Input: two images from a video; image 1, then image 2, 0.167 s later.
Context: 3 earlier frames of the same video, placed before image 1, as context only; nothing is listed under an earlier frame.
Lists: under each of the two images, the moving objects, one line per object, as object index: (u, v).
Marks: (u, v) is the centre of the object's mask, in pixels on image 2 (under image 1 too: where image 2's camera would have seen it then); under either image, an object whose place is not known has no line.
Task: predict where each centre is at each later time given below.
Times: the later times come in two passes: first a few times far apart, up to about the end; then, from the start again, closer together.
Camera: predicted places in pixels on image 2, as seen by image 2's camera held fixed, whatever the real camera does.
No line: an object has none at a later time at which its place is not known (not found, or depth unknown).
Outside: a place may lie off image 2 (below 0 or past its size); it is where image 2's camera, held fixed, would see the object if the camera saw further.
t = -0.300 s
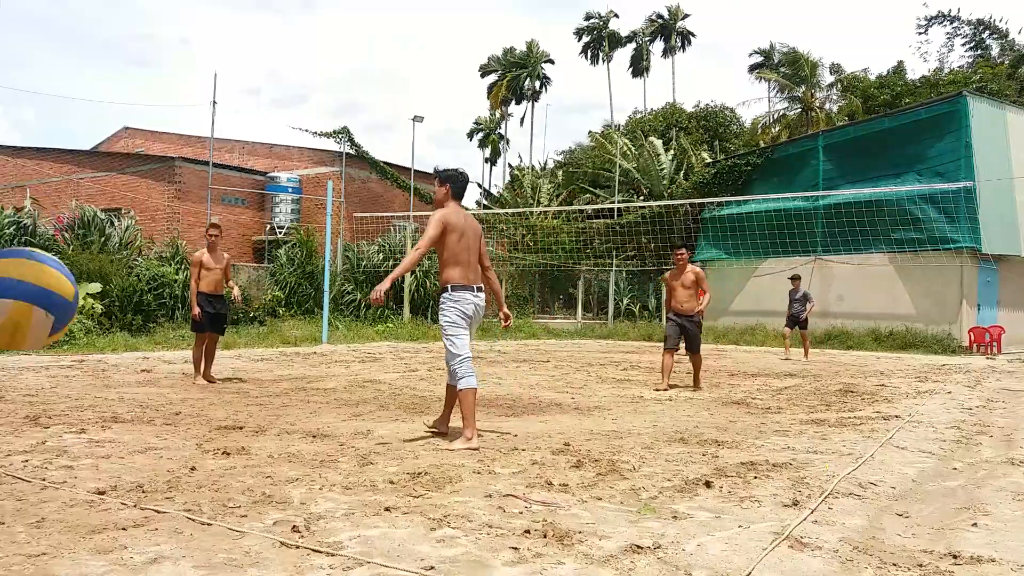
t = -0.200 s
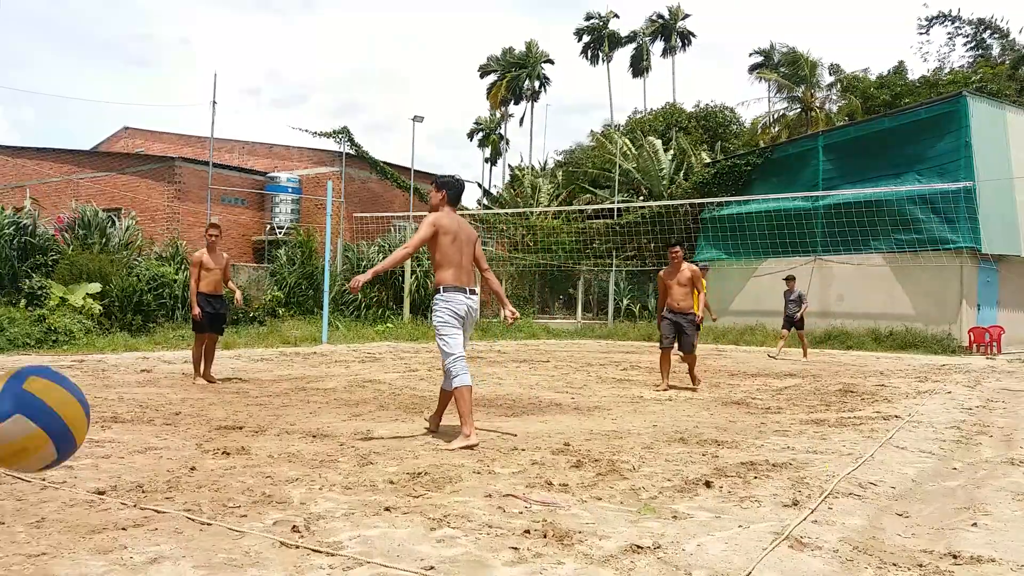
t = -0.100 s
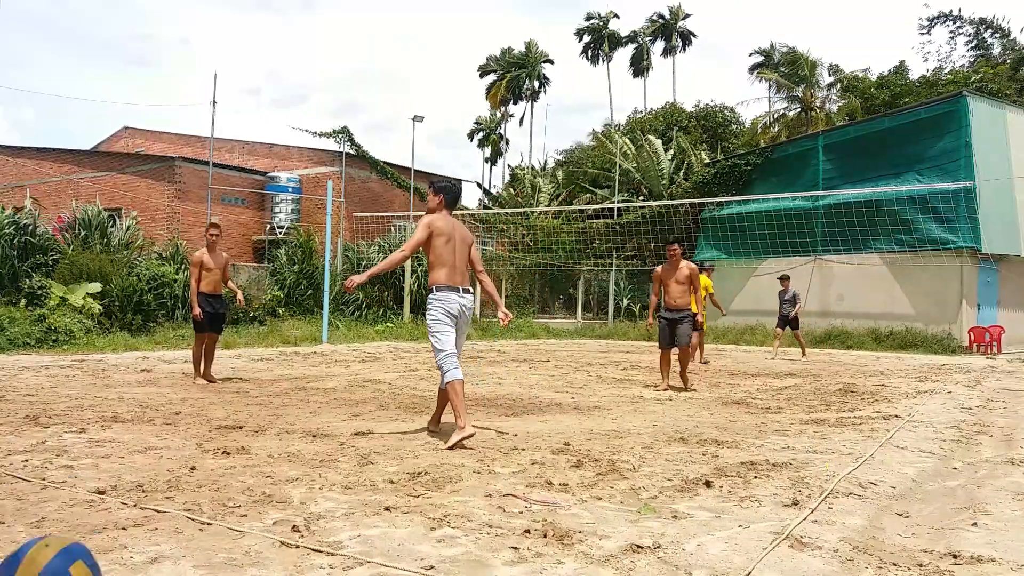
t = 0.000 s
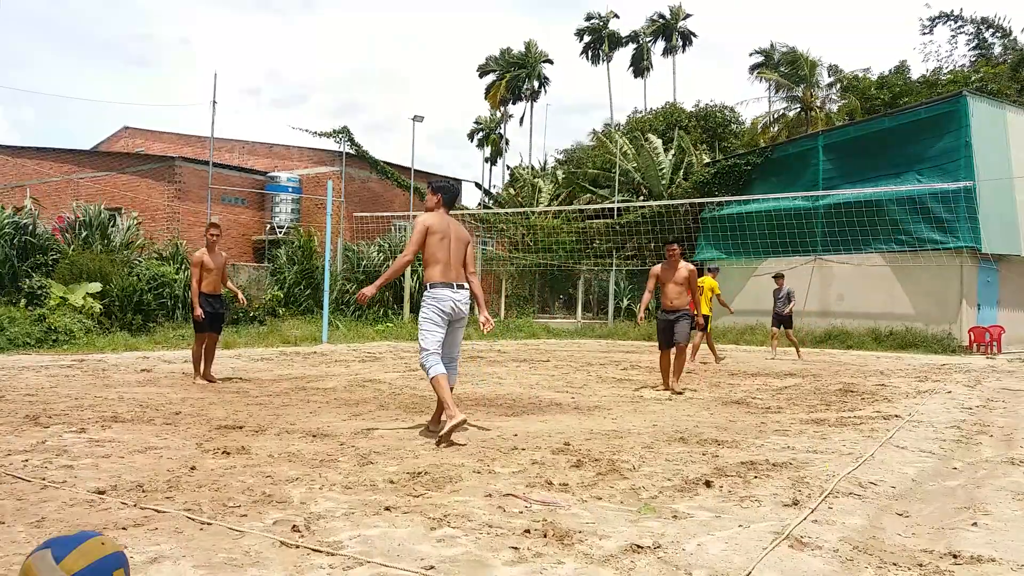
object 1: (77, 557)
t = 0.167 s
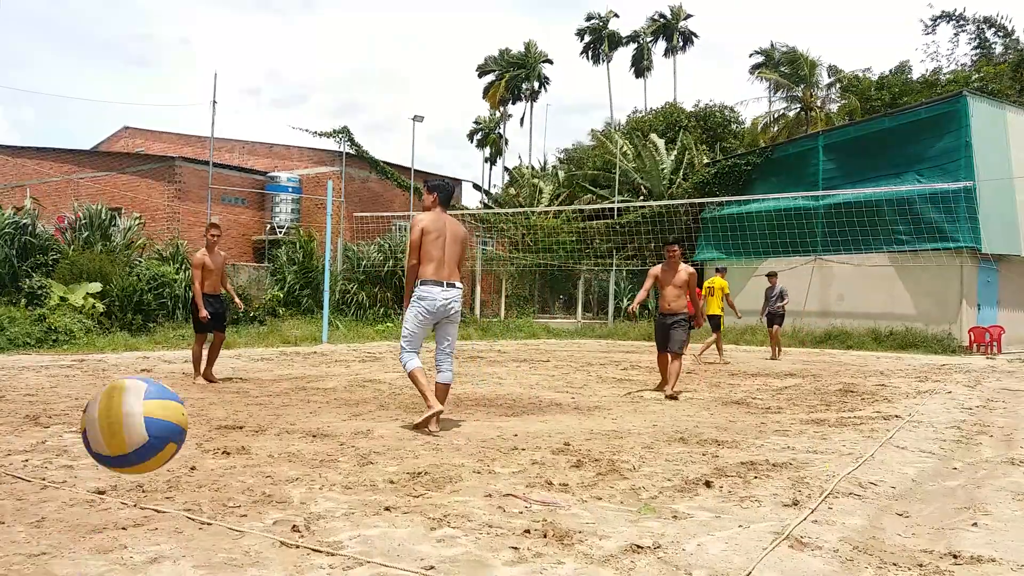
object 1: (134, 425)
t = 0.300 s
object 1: (180, 390)
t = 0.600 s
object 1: (275, 567)
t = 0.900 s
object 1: (308, 464)
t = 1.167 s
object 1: (329, 560)
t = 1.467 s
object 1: (342, 509)
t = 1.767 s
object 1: (378, 522)
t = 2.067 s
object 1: (424, 535)
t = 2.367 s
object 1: (464, 523)
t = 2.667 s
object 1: (497, 509)
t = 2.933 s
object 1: (520, 503)
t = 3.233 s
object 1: (537, 495)
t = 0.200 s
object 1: (146, 409)
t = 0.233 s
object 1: (157, 398)
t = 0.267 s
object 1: (169, 391)
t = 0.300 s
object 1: (180, 390)
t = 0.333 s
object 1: (191, 394)
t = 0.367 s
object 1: (202, 403)
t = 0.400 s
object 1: (212, 417)
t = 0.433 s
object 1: (223, 436)
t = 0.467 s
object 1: (233, 460)
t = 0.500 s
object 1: (243, 489)
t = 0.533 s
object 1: (253, 524)
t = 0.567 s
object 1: (263, 548)
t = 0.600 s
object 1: (275, 567)
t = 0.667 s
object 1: (284, 557)
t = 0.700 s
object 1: (287, 543)
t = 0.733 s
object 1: (291, 523)
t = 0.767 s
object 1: (295, 502)
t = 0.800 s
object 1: (299, 486)
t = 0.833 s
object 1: (302, 474)
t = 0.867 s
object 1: (305, 467)
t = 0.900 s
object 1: (308, 464)
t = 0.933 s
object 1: (311, 466)
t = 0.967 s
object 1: (314, 472)
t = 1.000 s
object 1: (316, 483)
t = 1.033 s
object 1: (319, 498)
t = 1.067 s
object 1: (321, 517)
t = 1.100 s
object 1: (323, 538)
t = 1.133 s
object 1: (326, 553)
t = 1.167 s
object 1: (329, 560)
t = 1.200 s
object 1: (330, 549)
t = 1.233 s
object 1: (331, 536)
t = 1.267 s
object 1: (333, 520)
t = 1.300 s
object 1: (335, 509)
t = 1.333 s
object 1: (336, 501)
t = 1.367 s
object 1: (338, 497)
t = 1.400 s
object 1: (339, 497)
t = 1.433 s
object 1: (340, 501)
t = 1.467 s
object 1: (342, 509)
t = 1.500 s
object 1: (343, 522)
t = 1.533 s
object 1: (344, 537)
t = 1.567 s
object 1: (345, 550)
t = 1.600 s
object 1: (347, 556)
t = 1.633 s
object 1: (353, 547)
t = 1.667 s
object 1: (360, 539)
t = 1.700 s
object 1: (366, 530)
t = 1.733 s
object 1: (373, 524)
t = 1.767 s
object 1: (378, 522)
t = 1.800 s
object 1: (385, 524)
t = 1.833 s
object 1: (390, 530)
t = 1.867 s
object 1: (396, 539)
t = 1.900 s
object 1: (402, 545)
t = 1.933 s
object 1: (406, 538)
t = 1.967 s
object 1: (411, 531)
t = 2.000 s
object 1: (415, 529)
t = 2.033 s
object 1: (419, 530)
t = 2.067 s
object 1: (424, 535)
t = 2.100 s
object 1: (428, 536)
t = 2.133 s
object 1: (433, 532)
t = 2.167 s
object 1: (438, 532)
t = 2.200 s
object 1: (443, 531)
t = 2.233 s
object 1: (447, 527)
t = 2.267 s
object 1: (452, 525)
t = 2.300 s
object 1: (456, 524)
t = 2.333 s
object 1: (460, 523)
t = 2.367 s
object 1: (464, 523)
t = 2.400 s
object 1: (468, 522)
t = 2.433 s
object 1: (473, 520)
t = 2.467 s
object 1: (476, 519)
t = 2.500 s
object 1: (481, 517)
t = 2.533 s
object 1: (485, 514)
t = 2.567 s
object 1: (488, 512)
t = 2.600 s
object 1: (491, 510)
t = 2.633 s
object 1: (494, 509)
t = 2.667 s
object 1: (497, 509)
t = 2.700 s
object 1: (500, 509)
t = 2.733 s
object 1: (503, 510)
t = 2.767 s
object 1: (507, 509)
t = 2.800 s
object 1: (510, 507)
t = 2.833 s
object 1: (513, 506)
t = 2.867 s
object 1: (515, 504)
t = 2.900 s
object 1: (517, 503)
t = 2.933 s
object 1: (520, 503)
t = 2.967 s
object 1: (521, 502)
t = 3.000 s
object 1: (523, 502)
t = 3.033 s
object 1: (524, 501)
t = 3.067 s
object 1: (527, 500)
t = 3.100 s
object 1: (528, 500)
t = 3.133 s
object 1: (529, 499)
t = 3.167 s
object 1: (532, 497)
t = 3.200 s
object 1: (535, 497)
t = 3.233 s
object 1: (537, 495)
